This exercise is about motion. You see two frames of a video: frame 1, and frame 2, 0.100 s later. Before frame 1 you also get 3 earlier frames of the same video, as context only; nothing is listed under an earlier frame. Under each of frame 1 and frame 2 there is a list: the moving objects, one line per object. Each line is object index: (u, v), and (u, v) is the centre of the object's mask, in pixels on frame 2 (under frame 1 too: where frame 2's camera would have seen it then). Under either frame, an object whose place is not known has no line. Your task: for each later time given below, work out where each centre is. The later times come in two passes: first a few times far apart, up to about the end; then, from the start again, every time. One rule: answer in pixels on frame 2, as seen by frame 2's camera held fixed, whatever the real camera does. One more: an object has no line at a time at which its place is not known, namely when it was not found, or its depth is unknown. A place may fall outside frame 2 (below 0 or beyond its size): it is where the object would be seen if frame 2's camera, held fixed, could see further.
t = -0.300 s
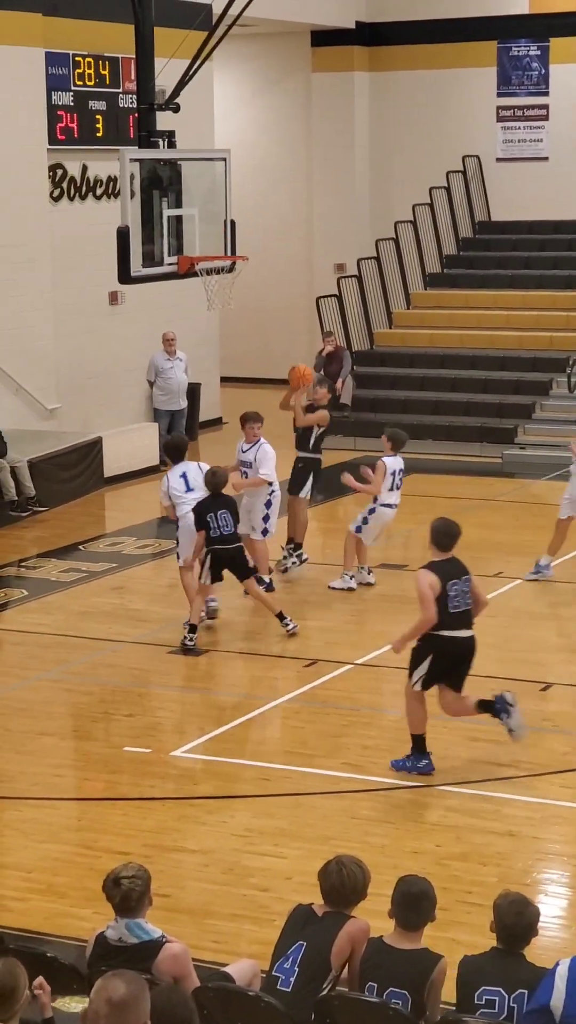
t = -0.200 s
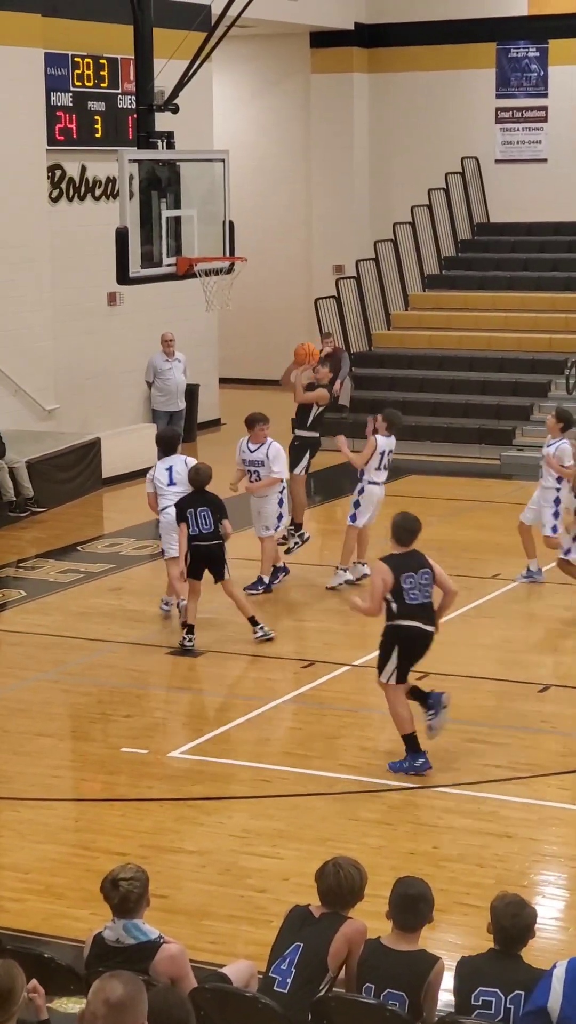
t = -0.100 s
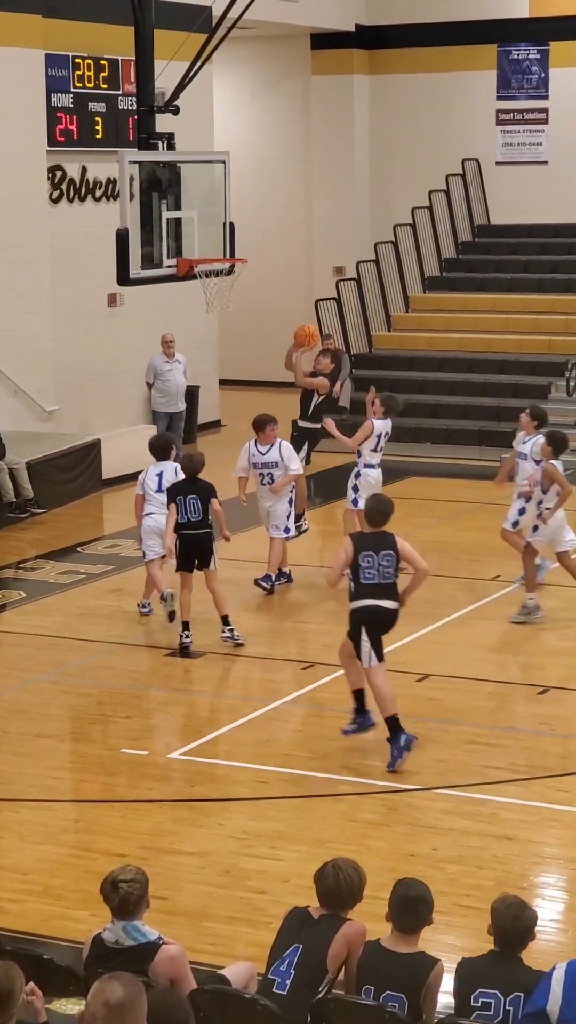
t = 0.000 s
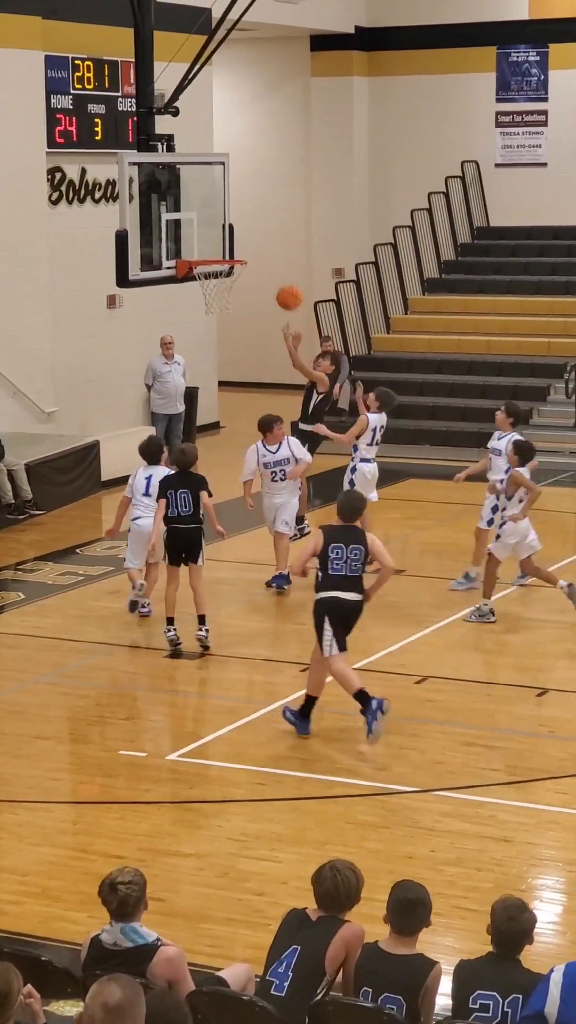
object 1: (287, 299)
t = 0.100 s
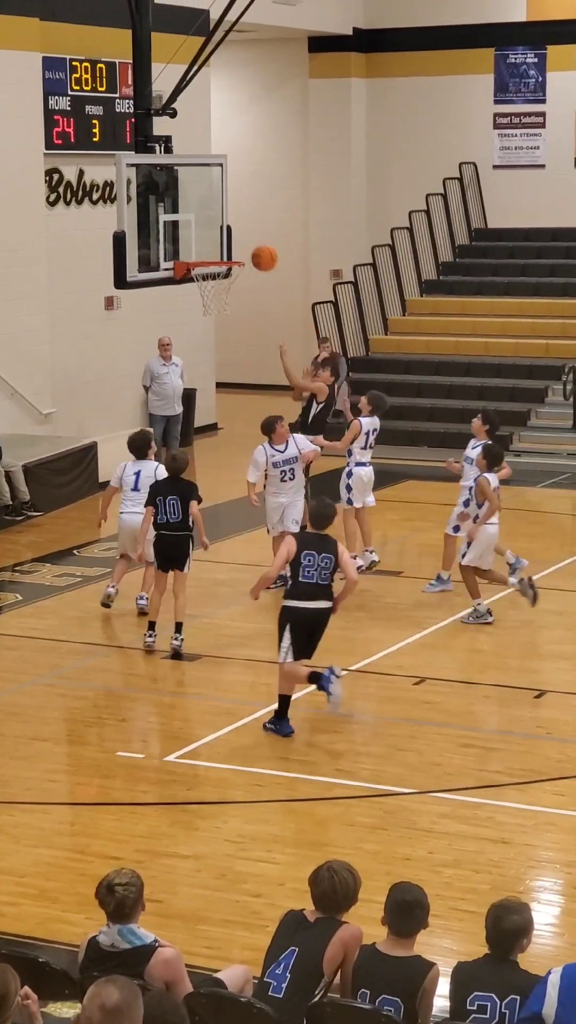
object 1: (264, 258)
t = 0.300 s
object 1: (218, 207)
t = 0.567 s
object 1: (196, 214)
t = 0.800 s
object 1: (193, 270)
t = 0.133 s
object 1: (257, 247)
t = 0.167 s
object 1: (249, 236)
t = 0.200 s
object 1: (241, 227)
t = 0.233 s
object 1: (234, 219)
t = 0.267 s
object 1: (226, 213)
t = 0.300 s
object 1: (218, 207)
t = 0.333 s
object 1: (210, 203)
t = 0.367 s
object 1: (202, 199)
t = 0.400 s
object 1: (195, 198)
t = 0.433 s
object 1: (195, 198)
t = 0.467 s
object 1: (195, 200)
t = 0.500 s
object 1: (196, 203)
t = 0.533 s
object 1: (196, 208)
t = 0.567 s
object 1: (196, 214)
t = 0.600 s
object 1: (197, 221)
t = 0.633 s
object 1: (197, 229)
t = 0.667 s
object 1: (198, 238)
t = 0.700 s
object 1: (198, 250)
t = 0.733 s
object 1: (197, 258)
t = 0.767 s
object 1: (195, 263)
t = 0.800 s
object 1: (193, 270)
